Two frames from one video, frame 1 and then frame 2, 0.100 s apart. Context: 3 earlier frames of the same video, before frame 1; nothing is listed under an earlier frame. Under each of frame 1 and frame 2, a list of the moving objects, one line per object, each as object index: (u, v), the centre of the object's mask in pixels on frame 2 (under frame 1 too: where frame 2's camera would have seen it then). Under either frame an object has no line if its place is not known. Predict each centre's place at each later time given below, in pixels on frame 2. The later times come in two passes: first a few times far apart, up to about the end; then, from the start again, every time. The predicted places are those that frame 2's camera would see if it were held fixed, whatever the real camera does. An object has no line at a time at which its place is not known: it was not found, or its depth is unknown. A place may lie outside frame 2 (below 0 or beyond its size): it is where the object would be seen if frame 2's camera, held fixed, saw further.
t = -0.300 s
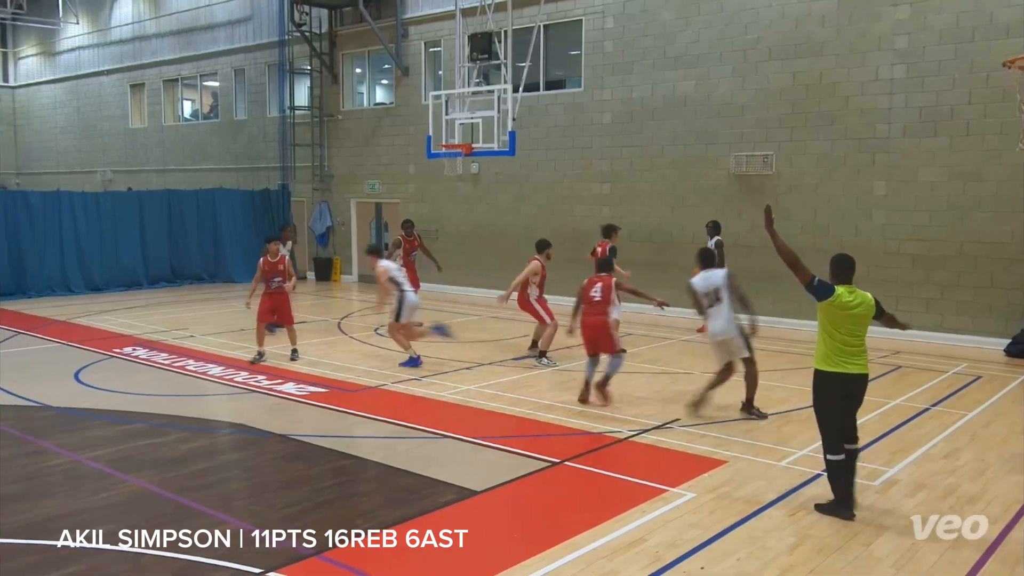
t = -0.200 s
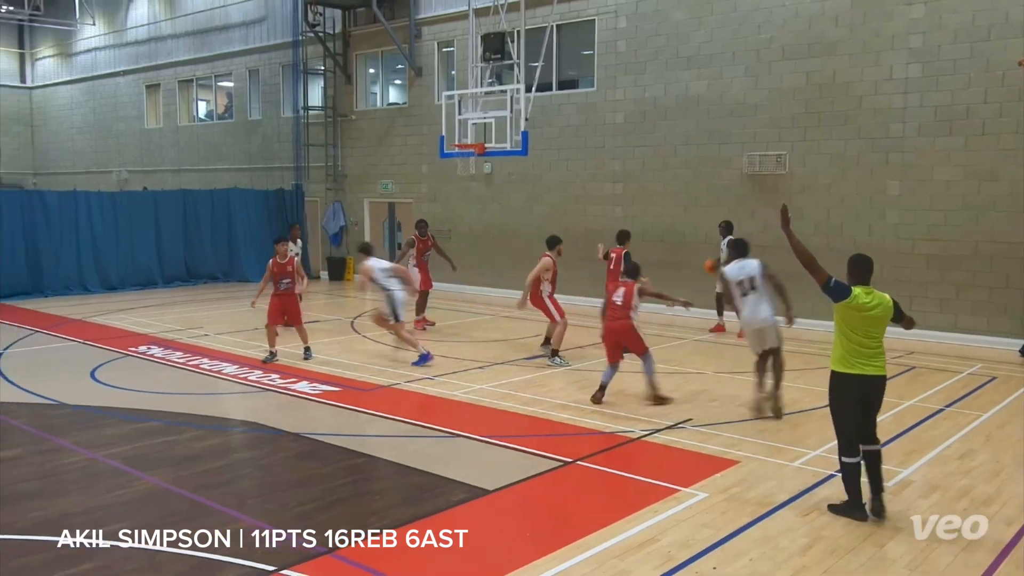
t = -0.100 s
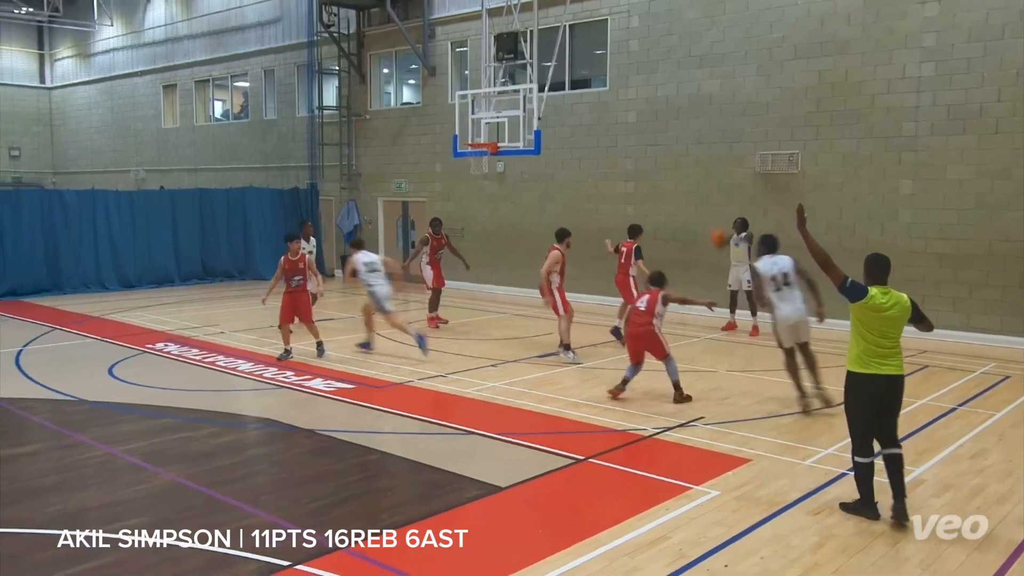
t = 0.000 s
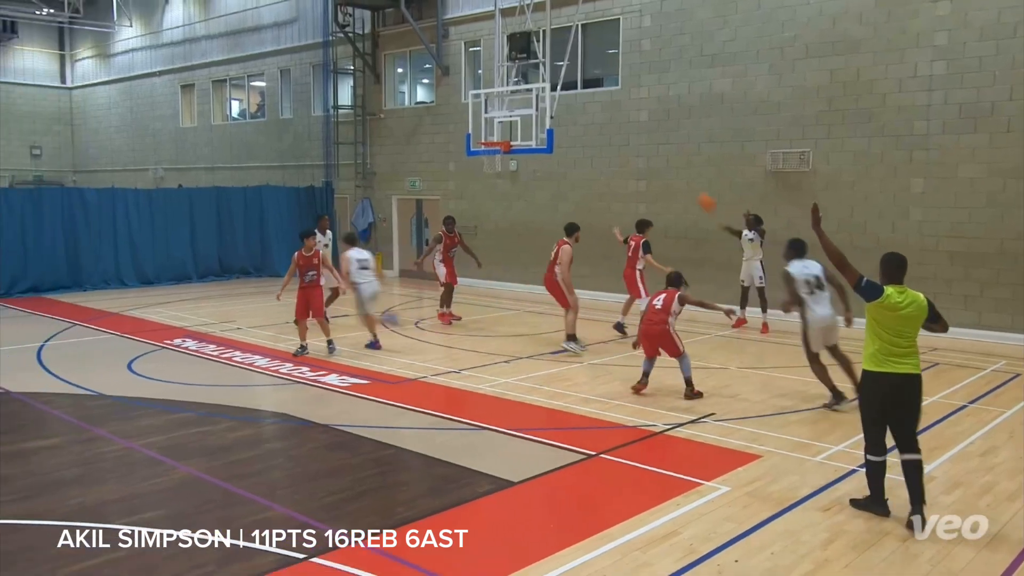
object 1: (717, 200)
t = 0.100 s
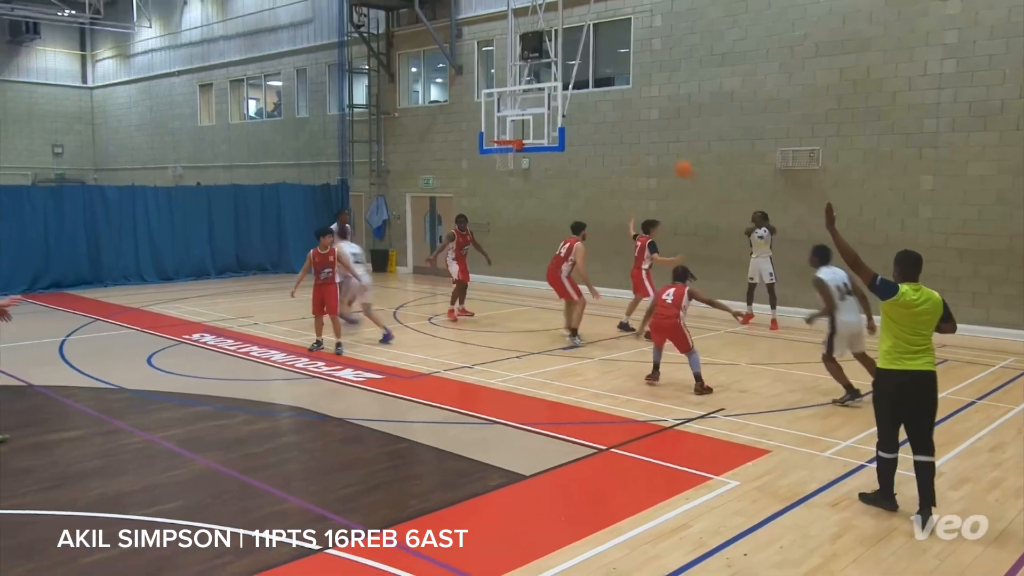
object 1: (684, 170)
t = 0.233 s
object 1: (636, 133)
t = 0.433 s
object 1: (549, 93)
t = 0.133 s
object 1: (672, 159)
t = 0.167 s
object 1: (660, 149)
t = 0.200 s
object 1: (648, 141)
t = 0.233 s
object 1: (636, 133)
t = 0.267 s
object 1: (622, 125)
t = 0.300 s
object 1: (609, 118)
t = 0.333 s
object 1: (595, 110)
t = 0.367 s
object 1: (581, 105)
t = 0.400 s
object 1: (566, 98)
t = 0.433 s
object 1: (549, 93)
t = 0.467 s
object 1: (534, 88)
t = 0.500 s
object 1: (516, 84)
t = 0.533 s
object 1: (499, 81)
